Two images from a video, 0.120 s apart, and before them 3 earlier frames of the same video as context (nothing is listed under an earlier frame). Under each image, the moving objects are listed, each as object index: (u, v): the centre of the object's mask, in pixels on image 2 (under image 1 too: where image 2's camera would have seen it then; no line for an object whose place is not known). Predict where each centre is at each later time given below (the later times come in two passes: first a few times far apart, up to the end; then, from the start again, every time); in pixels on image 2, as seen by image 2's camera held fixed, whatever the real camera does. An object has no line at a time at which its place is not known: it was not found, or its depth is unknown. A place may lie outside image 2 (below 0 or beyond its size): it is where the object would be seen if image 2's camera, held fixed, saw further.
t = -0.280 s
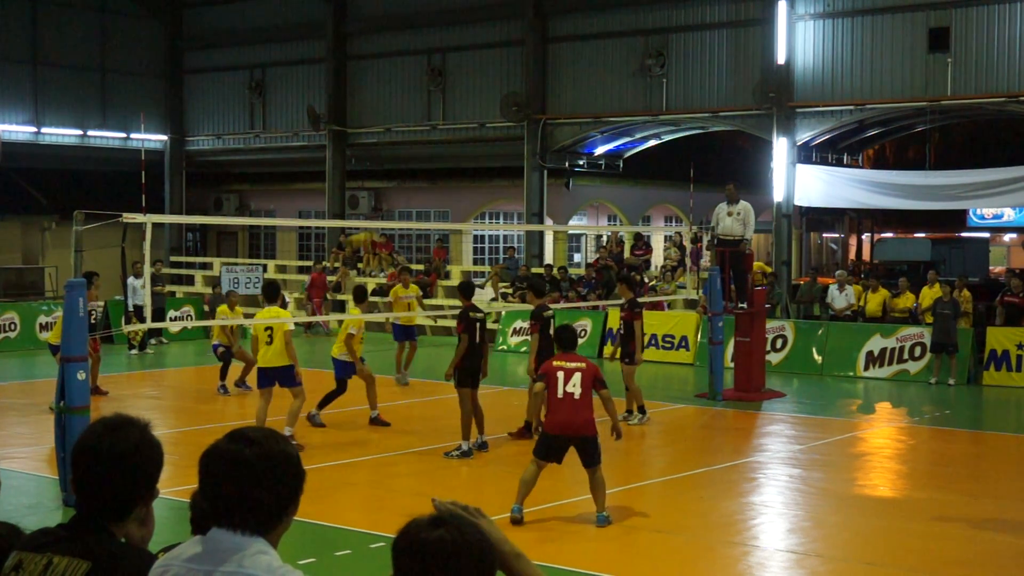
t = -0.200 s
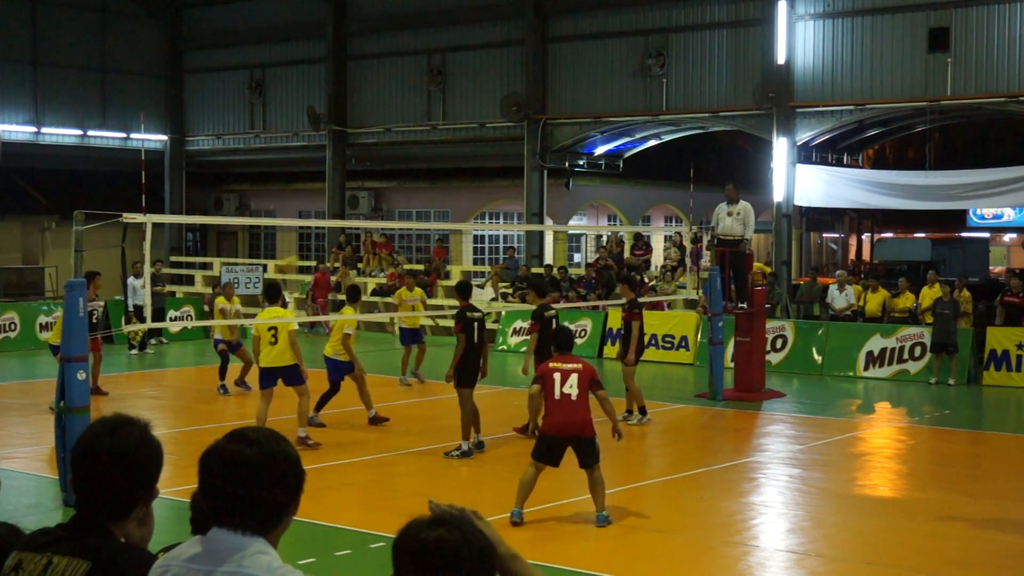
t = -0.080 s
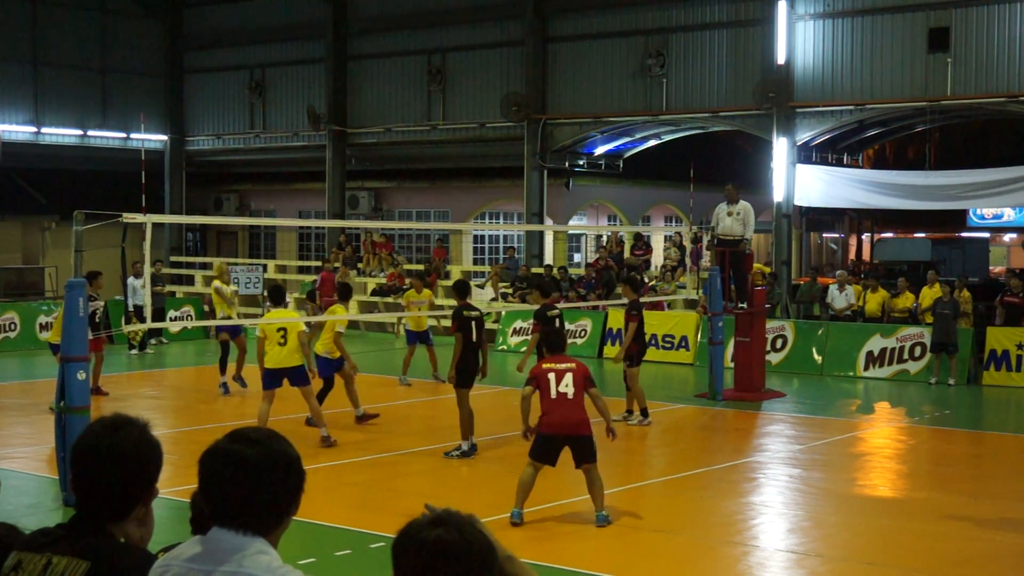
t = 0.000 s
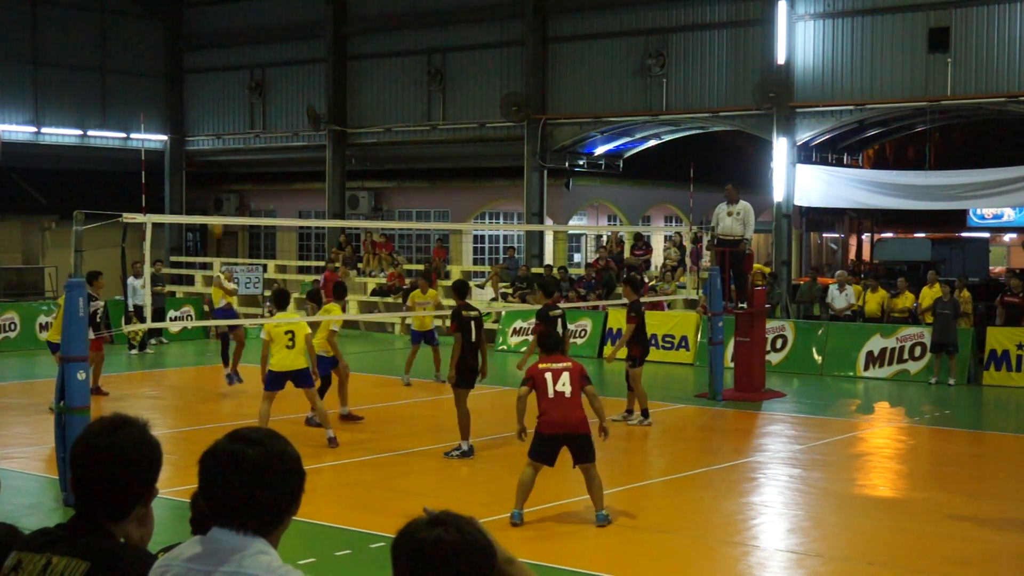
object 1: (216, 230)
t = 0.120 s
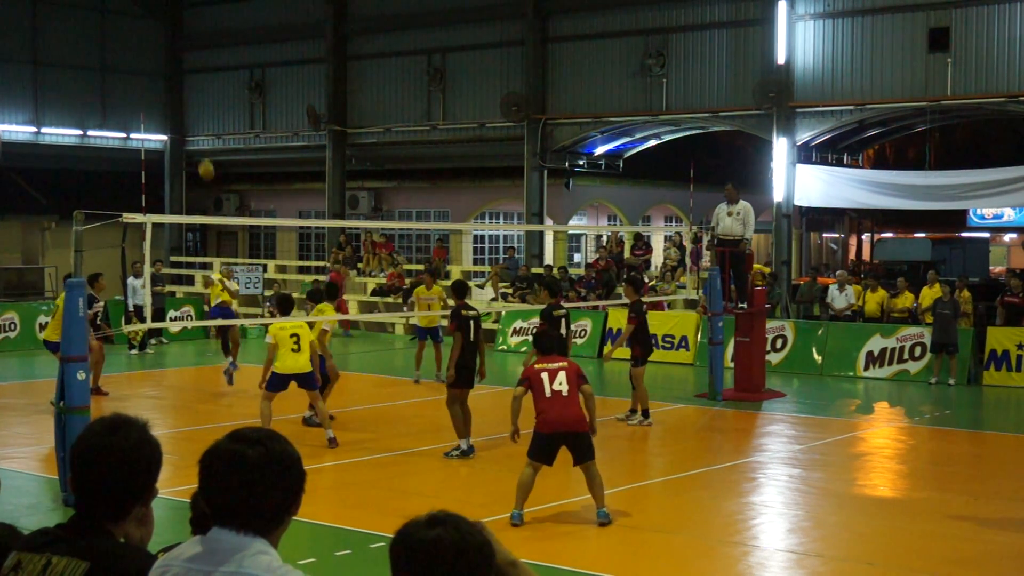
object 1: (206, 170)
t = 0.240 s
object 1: (197, 121)
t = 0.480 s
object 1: (175, 52)
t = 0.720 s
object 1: (150, 24)
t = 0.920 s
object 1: (127, 35)
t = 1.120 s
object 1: (103, 81)
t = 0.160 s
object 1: (202, 154)
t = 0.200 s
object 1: (201, 135)
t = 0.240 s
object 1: (197, 121)
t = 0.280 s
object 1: (193, 107)
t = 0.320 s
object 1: (190, 95)
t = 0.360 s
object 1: (185, 83)
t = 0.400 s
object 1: (183, 71)
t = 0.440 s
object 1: (179, 61)
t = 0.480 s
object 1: (175, 52)
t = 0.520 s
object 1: (171, 45)
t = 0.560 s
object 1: (167, 39)
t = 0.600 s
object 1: (163, 33)
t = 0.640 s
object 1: (159, 28)
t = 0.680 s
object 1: (154, 25)
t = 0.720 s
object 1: (150, 24)
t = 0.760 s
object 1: (145, 23)
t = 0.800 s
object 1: (142, 24)
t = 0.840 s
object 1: (137, 26)
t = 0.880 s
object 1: (132, 29)
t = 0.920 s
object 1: (127, 35)
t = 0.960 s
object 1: (122, 41)
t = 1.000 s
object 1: (118, 49)
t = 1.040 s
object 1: (113, 57)
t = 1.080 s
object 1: (108, 67)
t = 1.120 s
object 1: (103, 81)
